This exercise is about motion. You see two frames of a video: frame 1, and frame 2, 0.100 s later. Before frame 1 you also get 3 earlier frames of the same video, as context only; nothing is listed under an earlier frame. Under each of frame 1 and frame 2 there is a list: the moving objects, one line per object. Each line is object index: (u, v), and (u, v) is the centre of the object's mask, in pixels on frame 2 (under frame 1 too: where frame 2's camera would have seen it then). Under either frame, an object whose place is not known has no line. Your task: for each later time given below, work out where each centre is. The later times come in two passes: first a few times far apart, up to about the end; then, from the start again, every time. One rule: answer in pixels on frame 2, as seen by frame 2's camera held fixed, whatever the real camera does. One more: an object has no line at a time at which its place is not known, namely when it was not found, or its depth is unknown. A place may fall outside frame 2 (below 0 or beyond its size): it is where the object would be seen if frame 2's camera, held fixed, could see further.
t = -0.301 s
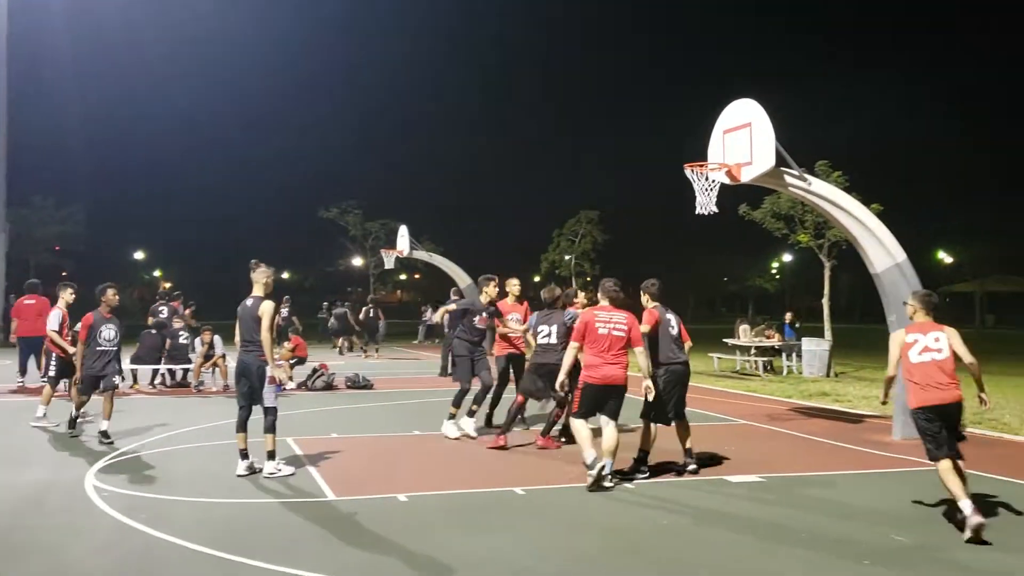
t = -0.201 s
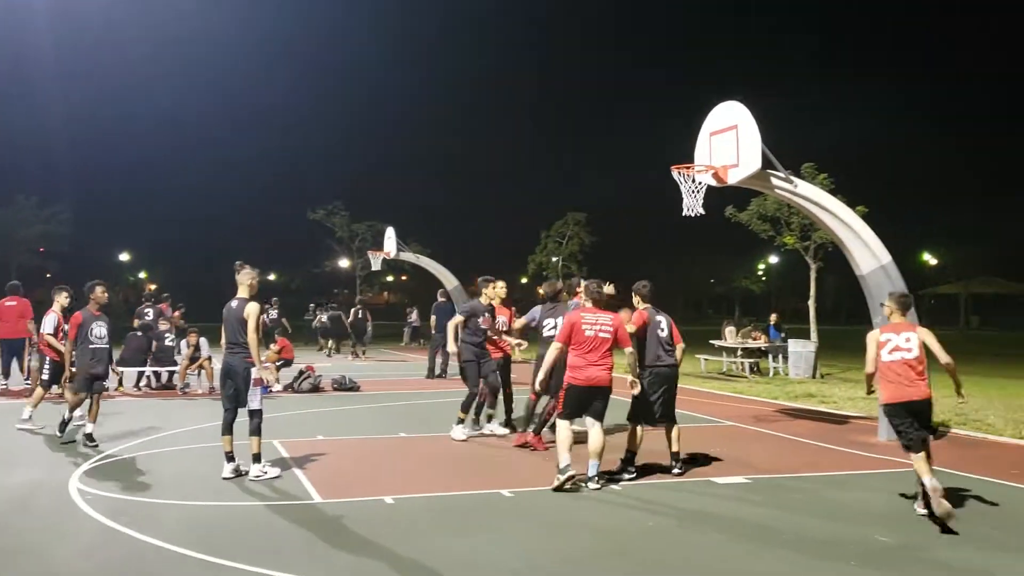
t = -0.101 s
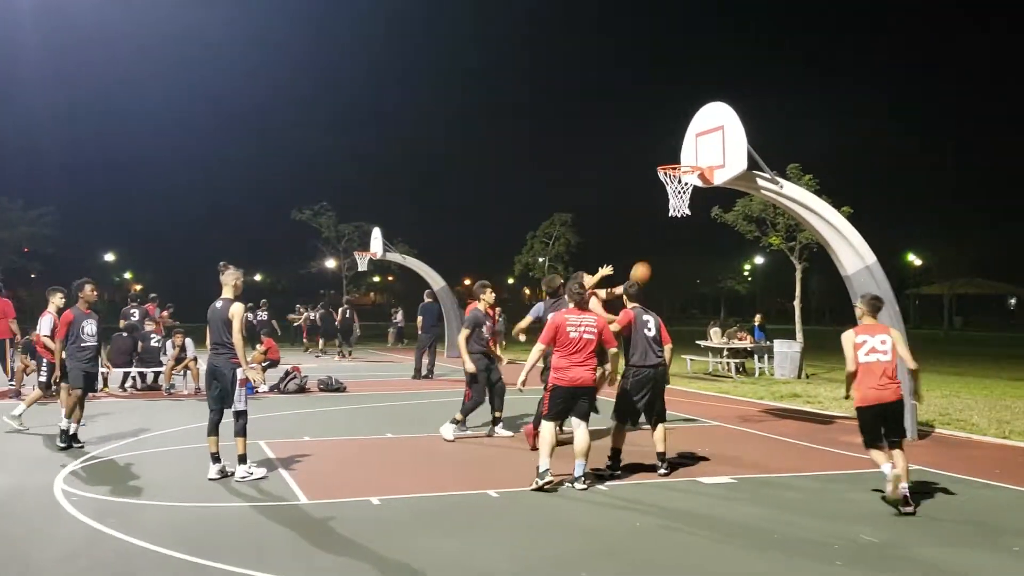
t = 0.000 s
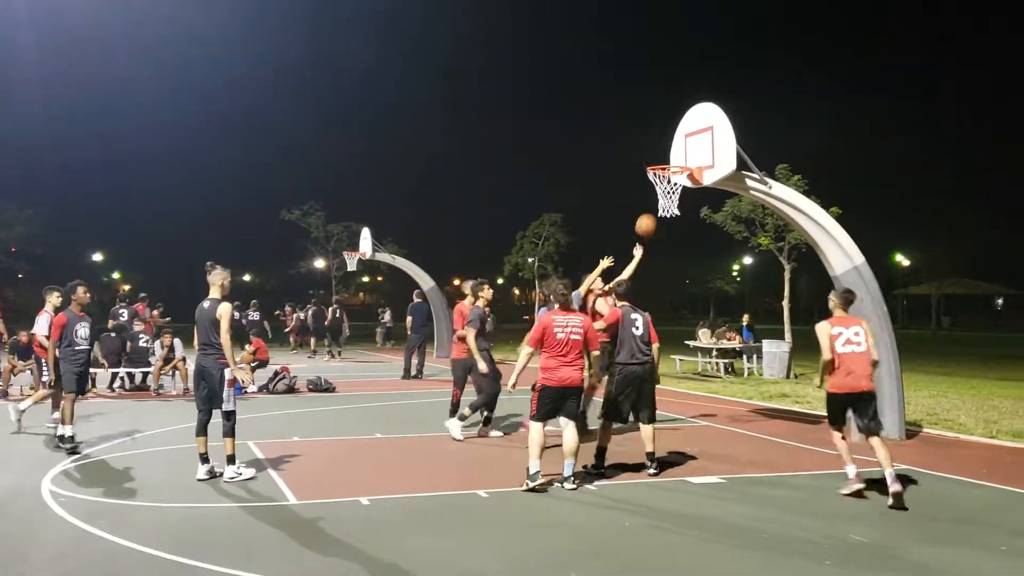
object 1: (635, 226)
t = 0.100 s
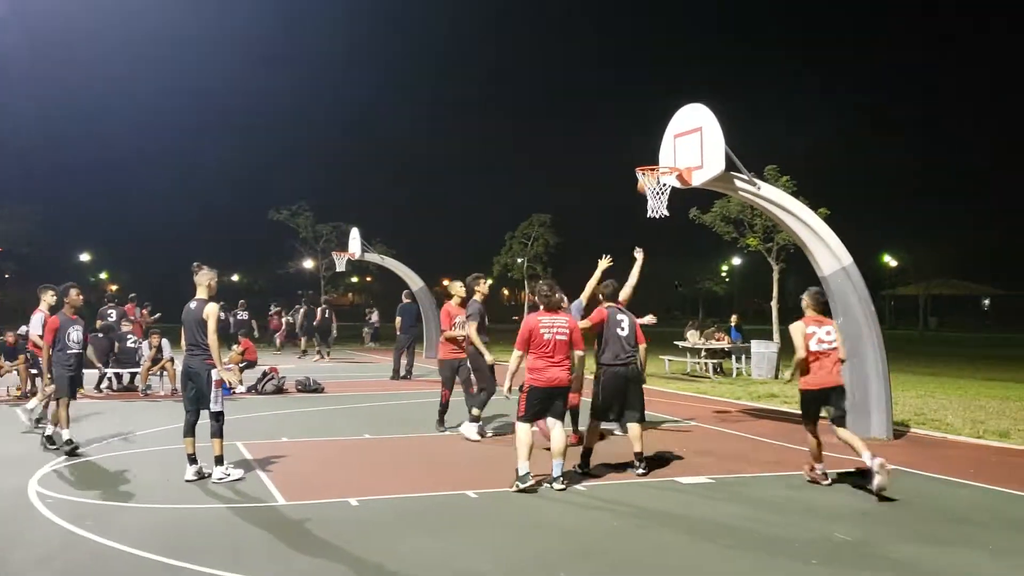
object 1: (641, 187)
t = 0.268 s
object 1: (649, 142)
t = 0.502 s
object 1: (642, 125)
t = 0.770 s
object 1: (635, 157)
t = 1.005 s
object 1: (636, 152)
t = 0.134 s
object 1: (652, 164)
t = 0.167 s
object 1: (651, 161)
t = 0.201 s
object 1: (650, 156)
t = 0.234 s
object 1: (650, 149)
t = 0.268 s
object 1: (649, 142)
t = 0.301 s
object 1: (648, 137)
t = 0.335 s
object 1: (647, 133)
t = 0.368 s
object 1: (646, 129)
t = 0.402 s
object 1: (645, 127)
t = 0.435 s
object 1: (644, 125)
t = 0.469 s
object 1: (643, 125)
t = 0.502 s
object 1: (642, 125)
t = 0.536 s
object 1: (641, 125)
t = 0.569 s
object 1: (640, 128)
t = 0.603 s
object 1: (638, 131)
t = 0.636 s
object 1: (637, 135)
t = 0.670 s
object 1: (636, 141)
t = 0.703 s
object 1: (635, 147)
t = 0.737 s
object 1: (634, 154)
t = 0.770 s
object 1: (635, 157)
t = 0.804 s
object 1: (635, 154)
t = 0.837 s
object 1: (635, 151)
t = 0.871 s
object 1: (635, 149)
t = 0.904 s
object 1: (636, 149)
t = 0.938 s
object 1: (636, 149)
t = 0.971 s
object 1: (636, 150)
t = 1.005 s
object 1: (636, 152)
